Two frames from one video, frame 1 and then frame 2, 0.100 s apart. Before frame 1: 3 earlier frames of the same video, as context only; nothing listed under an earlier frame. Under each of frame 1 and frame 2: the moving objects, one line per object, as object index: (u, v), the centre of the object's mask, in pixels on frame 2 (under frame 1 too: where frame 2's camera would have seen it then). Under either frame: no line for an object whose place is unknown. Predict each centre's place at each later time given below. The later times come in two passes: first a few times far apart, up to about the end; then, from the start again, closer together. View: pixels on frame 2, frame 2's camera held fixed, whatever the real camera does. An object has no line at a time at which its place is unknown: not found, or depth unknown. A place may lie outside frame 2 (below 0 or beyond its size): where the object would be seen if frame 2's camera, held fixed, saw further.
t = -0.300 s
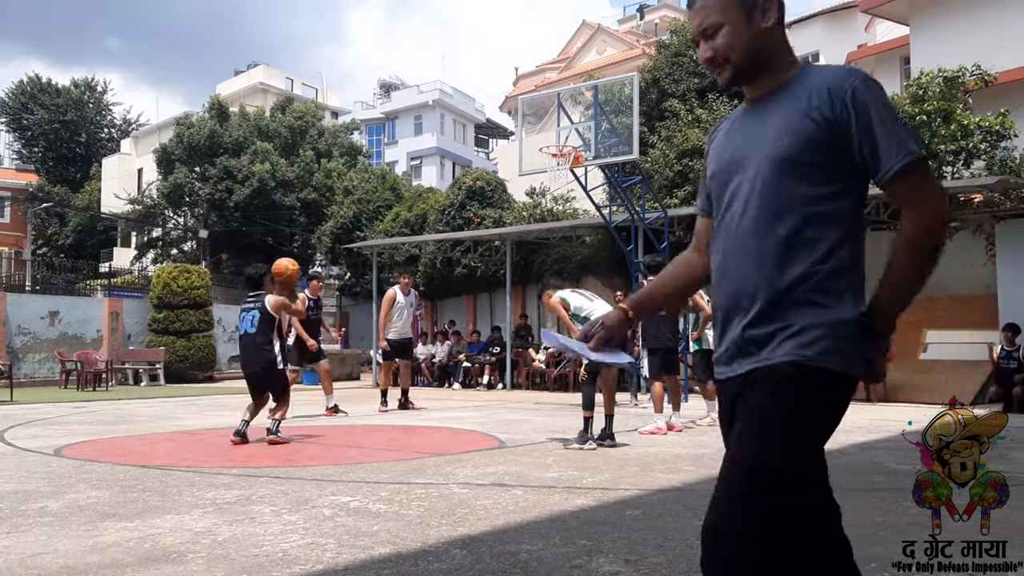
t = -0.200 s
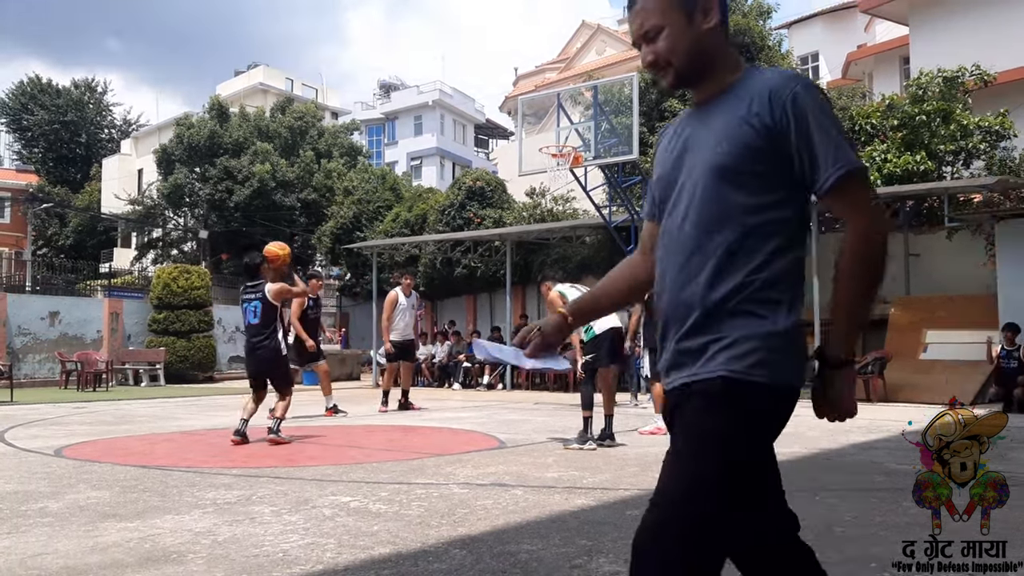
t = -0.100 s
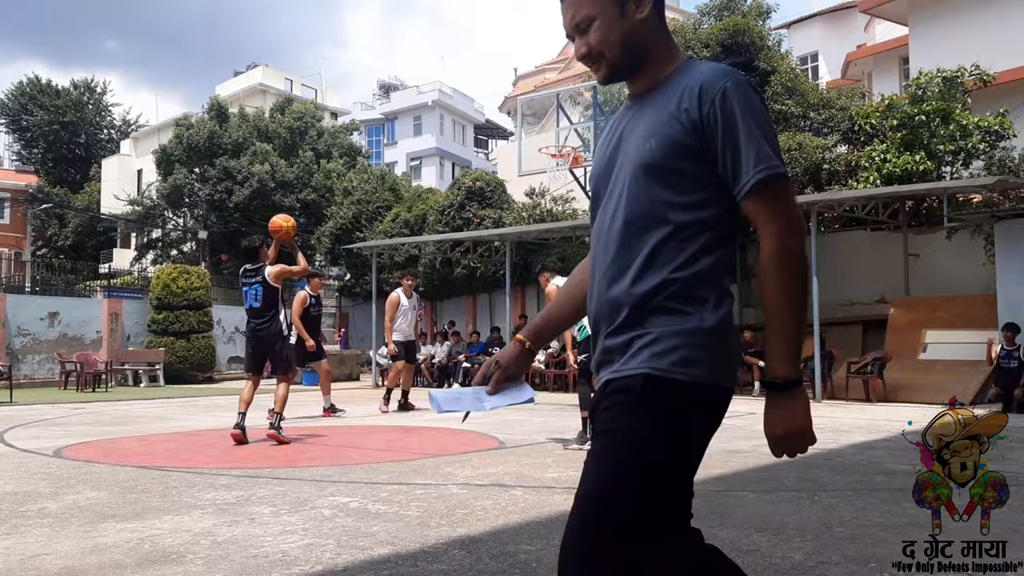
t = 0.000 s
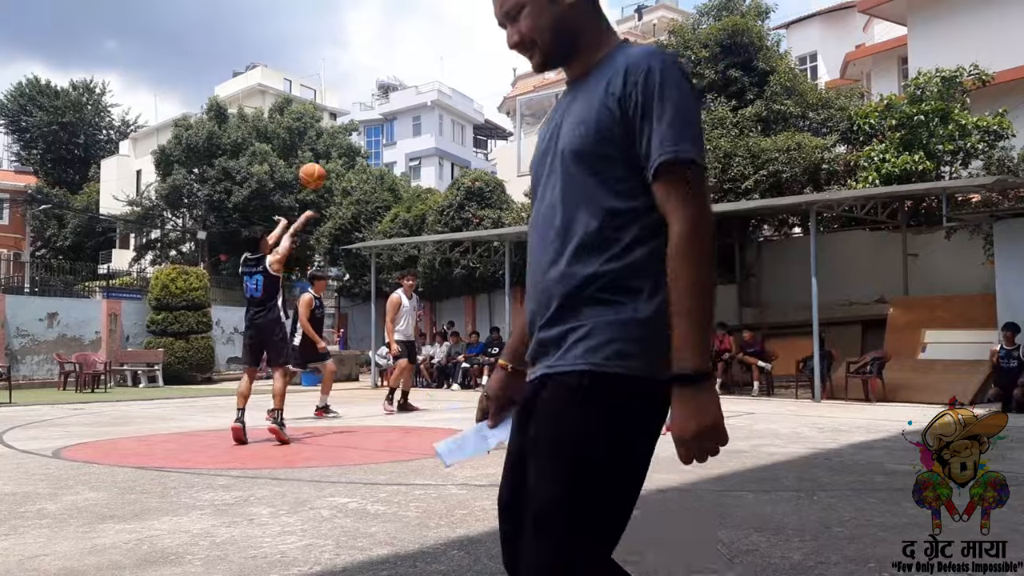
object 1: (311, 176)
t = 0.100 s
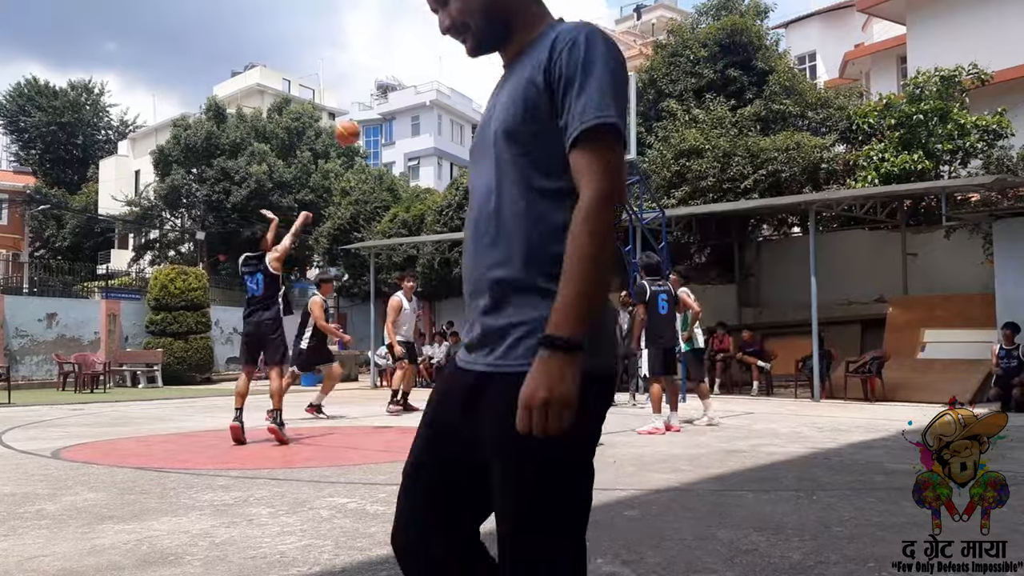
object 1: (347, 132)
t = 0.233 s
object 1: (392, 94)
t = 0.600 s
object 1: (497, 83)
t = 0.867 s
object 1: (559, 135)
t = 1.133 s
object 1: (585, 125)
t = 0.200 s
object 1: (381, 103)
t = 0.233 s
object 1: (392, 94)
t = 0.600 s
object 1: (497, 83)
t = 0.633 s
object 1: (505, 88)
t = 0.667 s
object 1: (514, 93)
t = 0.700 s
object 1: (522, 98)
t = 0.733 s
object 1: (530, 106)
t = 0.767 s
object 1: (538, 113)
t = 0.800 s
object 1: (546, 122)
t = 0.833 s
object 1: (554, 131)
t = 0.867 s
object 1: (559, 135)
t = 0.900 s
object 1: (562, 130)
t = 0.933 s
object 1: (565, 127)
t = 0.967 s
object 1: (568, 125)
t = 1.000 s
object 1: (572, 124)
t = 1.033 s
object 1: (575, 123)
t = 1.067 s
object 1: (578, 122)
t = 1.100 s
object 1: (581, 123)
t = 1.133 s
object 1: (585, 125)
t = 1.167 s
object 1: (588, 127)
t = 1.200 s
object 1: (593, 131)
